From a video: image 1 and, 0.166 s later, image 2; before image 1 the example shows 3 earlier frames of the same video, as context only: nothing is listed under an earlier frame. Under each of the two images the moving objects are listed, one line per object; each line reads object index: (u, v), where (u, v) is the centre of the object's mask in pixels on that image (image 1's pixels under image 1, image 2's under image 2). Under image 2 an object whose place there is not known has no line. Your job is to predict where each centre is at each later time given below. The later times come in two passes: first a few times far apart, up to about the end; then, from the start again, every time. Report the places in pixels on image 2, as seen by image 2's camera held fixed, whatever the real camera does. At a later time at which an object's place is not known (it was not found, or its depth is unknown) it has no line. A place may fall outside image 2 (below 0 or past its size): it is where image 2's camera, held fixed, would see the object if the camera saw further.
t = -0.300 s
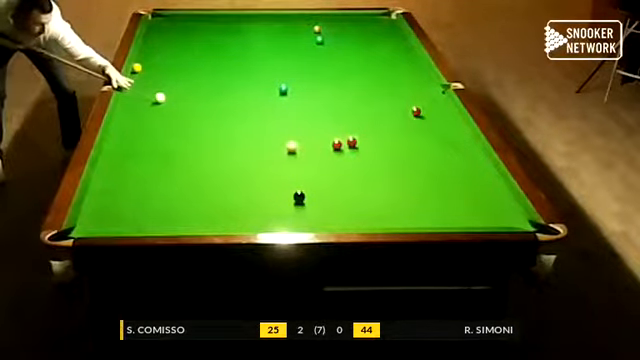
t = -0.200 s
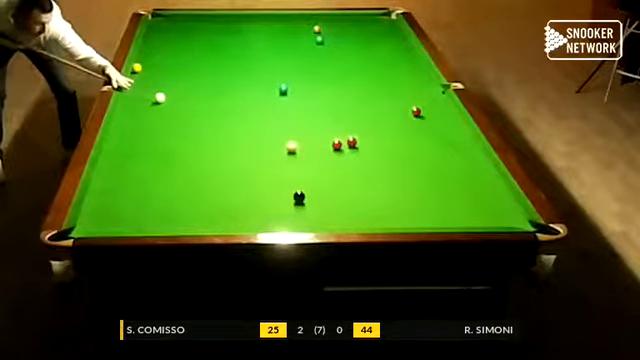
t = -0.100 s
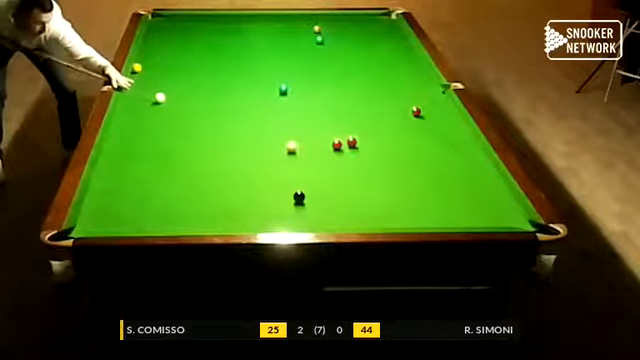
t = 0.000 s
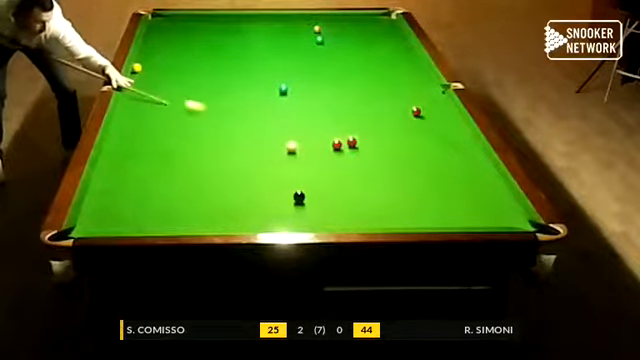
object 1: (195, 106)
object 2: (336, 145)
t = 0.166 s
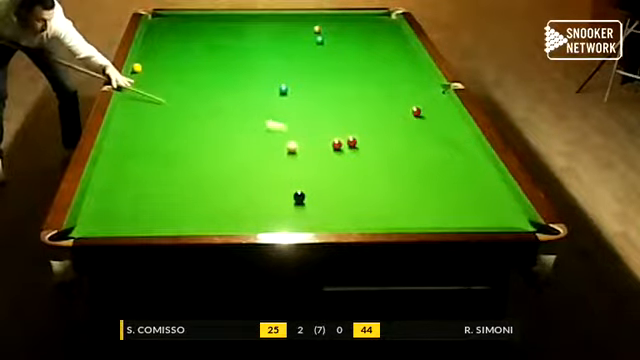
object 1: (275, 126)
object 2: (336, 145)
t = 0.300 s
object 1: (334, 140)
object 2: (344, 148)
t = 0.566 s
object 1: (354, 132)
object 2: (440, 190)
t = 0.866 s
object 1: (367, 126)
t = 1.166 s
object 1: (382, 119)
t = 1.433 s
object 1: (392, 114)
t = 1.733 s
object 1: (403, 109)
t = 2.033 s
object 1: (413, 103)
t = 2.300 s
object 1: (420, 101)
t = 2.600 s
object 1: (430, 97)
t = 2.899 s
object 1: (436, 94)
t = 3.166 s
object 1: (437, 91)
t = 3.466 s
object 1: (436, 90)
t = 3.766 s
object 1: (434, 89)
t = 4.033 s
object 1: (433, 88)
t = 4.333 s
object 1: (432, 88)
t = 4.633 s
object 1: (432, 87)
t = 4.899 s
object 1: (432, 88)
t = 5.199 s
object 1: (431, 87)
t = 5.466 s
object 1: (431, 87)
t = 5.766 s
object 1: (431, 87)
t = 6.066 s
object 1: (431, 87)
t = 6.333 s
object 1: (431, 87)
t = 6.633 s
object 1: (431, 87)
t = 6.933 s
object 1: (431, 87)
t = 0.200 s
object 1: (294, 131)
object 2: (336, 145)
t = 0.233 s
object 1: (309, 135)
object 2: (336, 145)
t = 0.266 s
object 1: (325, 140)
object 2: (337, 145)
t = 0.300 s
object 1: (334, 140)
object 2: (344, 148)
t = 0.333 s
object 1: (337, 140)
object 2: (357, 153)
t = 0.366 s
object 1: (341, 138)
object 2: (371, 159)
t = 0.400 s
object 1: (342, 137)
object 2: (382, 164)
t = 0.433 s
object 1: (342, 137)
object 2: (393, 169)
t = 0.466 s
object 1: (344, 135)
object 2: (406, 175)
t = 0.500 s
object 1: (345, 135)
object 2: (417, 180)
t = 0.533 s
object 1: (346, 135)
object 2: (429, 185)
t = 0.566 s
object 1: (354, 132)
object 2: (440, 190)
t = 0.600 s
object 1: (354, 132)
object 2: (451, 196)
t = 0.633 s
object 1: (356, 132)
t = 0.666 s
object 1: (359, 130)
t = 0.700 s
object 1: (360, 130)
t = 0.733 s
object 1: (361, 129)
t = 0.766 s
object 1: (363, 128)
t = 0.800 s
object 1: (365, 127)
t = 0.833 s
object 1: (366, 127)
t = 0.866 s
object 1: (367, 126)
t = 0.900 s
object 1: (369, 125)
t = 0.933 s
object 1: (370, 125)
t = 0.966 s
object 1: (371, 125)
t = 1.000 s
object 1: (374, 123)
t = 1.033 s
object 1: (376, 122)
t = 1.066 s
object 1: (378, 121)
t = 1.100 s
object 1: (379, 121)
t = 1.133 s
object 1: (380, 120)
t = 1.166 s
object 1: (382, 119)
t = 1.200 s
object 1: (383, 119)
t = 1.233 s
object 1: (384, 118)
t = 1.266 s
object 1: (386, 118)
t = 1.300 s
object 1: (387, 117)
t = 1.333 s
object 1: (388, 116)
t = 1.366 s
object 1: (390, 115)
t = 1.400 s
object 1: (391, 115)
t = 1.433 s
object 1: (392, 114)
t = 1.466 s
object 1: (392, 114)
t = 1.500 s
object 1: (394, 113)
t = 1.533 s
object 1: (395, 113)
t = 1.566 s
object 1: (398, 112)
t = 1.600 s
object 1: (398, 112)
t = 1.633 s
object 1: (401, 110)
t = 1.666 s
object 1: (402, 110)
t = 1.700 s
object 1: (402, 109)
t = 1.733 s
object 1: (403, 109)
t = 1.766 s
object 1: (403, 109)
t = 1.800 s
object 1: (405, 108)
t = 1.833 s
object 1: (405, 108)
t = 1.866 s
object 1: (406, 108)
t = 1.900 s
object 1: (407, 107)
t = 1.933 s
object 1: (409, 105)
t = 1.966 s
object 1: (411, 104)
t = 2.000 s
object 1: (412, 103)
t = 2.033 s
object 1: (413, 103)
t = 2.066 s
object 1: (414, 103)
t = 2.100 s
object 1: (414, 102)
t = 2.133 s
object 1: (416, 102)
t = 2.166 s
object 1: (416, 102)
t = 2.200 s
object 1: (417, 102)
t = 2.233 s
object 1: (419, 102)
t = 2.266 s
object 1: (420, 101)
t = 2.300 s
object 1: (420, 101)
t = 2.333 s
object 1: (421, 101)
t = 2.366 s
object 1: (423, 100)
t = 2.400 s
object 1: (423, 100)
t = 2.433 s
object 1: (425, 99)
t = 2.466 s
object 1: (426, 99)
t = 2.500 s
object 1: (426, 99)
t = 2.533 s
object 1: (428, 98)
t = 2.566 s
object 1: (429, 98)
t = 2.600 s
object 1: (430, 97)
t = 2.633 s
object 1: (430, 97)
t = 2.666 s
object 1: (431, 96)
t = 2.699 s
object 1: (432, 96)
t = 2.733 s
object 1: (432, 96)
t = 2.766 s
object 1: (433, 95)
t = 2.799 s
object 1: (433, 95)
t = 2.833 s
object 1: (435, 95)
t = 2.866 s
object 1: (435, 95)
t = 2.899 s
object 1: (436, 94)
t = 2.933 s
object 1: (437, 93)
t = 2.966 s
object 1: (438, 93)
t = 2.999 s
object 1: (438, 92)
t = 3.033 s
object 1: (438, 92)
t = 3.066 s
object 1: (438, 92)
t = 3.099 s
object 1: (438, 92)
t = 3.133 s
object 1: (438, 92)
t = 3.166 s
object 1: (437, 91)
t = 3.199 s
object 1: (437, 91)
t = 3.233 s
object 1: (437, 91)
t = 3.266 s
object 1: (437, 91)
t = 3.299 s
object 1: (436, 91)
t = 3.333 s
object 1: (436, 90)
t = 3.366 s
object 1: (436, 90)
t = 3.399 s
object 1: (436, 90)
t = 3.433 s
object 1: (436, 90)
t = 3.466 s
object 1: (436, 90)
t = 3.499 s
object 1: (436, 90)
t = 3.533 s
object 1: (435, 89)
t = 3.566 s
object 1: (435, 89)
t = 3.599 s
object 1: (435, 89)
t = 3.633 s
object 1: (435, 89)
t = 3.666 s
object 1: (434, 89)
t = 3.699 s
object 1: (434, 89)
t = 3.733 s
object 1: (434, 89)
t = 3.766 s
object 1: (434, 89)
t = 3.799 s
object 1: (434, 89)
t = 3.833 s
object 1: (434, 89)
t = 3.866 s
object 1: (434, 89)
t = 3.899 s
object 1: (434, 89)
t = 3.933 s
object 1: (433, 88)
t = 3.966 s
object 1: (433, 88)
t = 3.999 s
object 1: (433, 88)
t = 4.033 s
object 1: (433, 88)
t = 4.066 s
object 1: (433, 88)
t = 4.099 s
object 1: (433, 88)
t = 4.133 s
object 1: (433, 88)
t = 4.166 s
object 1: (432, 88)
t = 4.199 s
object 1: (432, 88)
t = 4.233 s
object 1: (432, 88)
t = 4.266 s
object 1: (432, 88)
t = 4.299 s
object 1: (432, 88)
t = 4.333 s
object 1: (432, 88)
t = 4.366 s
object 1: (432, 88)
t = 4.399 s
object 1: (432, 88)
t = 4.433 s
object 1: (432, 88)
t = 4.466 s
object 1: (432, 88)
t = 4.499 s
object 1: (432, 88)
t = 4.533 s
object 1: (432, 88)
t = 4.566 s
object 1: (432, 87)
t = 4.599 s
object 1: (432, 87)
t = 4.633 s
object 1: (432, 87)
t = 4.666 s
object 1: (432, 87)
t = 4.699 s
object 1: (432, 87)
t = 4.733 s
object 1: (432, 88)
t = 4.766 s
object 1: (432, 88)
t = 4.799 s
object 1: (432, 88)
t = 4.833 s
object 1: (432, 88)
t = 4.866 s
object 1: (432, 88)
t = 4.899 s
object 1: (432, 88)
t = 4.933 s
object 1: (432, 88)
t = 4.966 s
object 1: (432, 88)
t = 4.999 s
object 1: (432, 87)
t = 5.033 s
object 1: (432, 87)
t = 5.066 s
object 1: (432, 87)
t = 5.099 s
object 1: (432, 87)
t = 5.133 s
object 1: (432, 87)
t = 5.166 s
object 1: (432, 87)
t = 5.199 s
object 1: (431, 87)
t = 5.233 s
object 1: (431, 88)
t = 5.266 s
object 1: (431, 88)
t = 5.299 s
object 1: (431, 88)
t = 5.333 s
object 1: (432, 87)
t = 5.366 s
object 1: (431, 87)
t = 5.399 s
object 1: (431, 87)
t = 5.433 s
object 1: (431, 87)
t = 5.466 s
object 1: (431, 87)
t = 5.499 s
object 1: (431, 87)
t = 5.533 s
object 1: (431, 87)
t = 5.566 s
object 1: (431, 87)
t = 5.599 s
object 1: (431, 87)
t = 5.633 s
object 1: (431, 87)
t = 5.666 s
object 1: (431, 87)
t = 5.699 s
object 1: (431, 87)
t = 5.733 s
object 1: (431, 87)
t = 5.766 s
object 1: (431, 87)
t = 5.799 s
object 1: (431, 87)
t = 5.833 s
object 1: (431, 87)
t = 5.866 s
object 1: (431, 87)
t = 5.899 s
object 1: (431, 87)
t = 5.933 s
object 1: (431, 87)
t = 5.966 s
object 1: (431, 87)
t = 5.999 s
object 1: (431, 87)
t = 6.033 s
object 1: (431, 87)
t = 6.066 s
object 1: (431, 87)
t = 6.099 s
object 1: (431, 87)
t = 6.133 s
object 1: (431, 87)
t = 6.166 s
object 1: (431, 87)
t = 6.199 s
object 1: (431, 87)
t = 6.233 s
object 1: (431, 87)
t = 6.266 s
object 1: (431, 87)
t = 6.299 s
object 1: (431, 87)
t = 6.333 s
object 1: (431, 87)
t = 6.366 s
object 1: (431, 87)
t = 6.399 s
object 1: (431, 87)
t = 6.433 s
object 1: (431, 87)
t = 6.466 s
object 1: (431, 87)
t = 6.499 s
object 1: (431, 87)
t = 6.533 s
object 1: (431, 87)
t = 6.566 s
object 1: (431, 87)
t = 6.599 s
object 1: (431, 87)
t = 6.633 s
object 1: (431, 87)
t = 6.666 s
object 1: (431, 87)
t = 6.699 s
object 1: (431, 87)
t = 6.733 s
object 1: (431, 87)
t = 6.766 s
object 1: (431, 87)
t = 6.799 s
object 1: (431, 87)
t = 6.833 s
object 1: (431, 87)
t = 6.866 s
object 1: (431, 87)
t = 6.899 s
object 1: (431, 87)
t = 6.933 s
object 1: (431, 87)
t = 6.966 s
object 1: (431, 87)
